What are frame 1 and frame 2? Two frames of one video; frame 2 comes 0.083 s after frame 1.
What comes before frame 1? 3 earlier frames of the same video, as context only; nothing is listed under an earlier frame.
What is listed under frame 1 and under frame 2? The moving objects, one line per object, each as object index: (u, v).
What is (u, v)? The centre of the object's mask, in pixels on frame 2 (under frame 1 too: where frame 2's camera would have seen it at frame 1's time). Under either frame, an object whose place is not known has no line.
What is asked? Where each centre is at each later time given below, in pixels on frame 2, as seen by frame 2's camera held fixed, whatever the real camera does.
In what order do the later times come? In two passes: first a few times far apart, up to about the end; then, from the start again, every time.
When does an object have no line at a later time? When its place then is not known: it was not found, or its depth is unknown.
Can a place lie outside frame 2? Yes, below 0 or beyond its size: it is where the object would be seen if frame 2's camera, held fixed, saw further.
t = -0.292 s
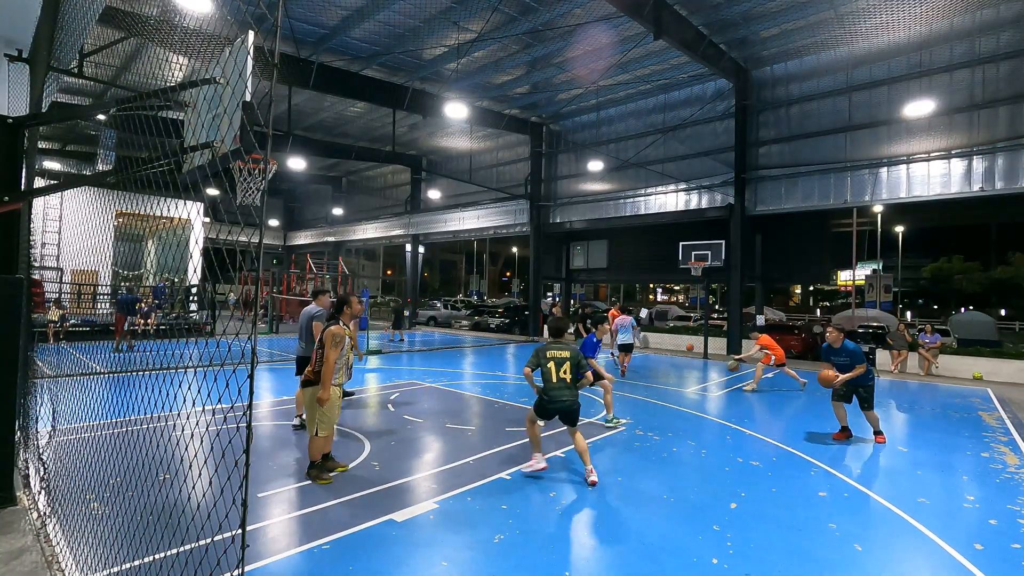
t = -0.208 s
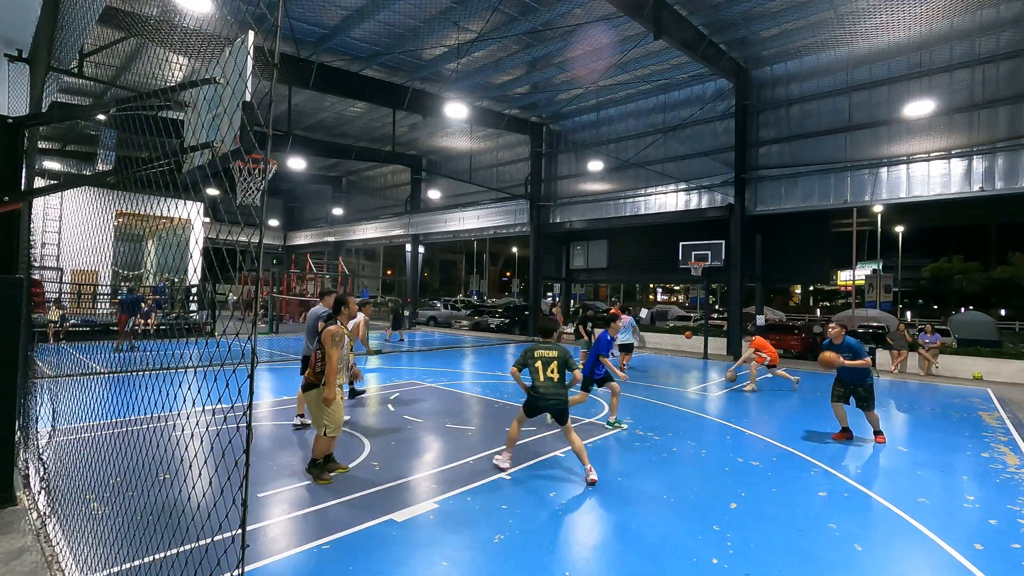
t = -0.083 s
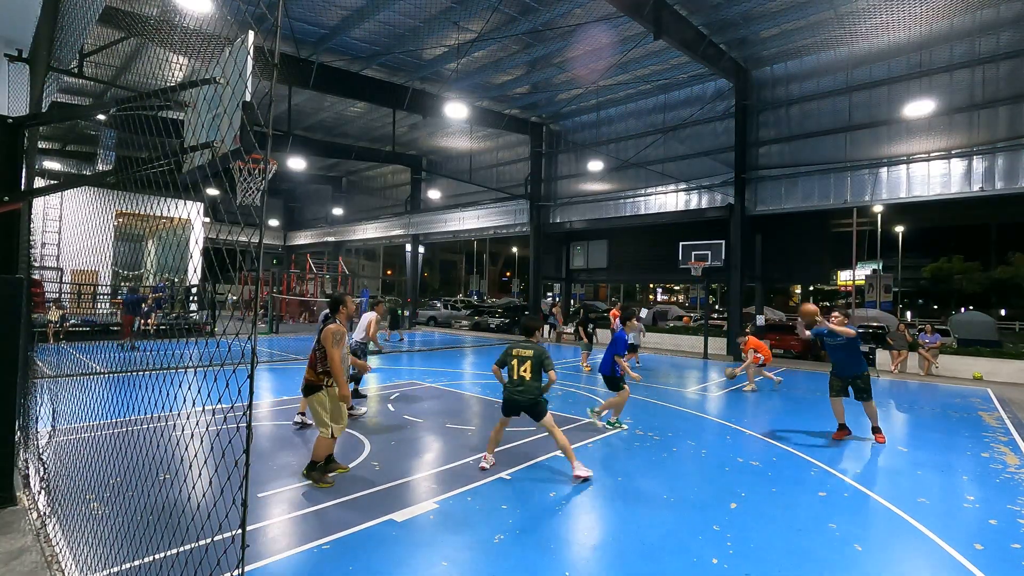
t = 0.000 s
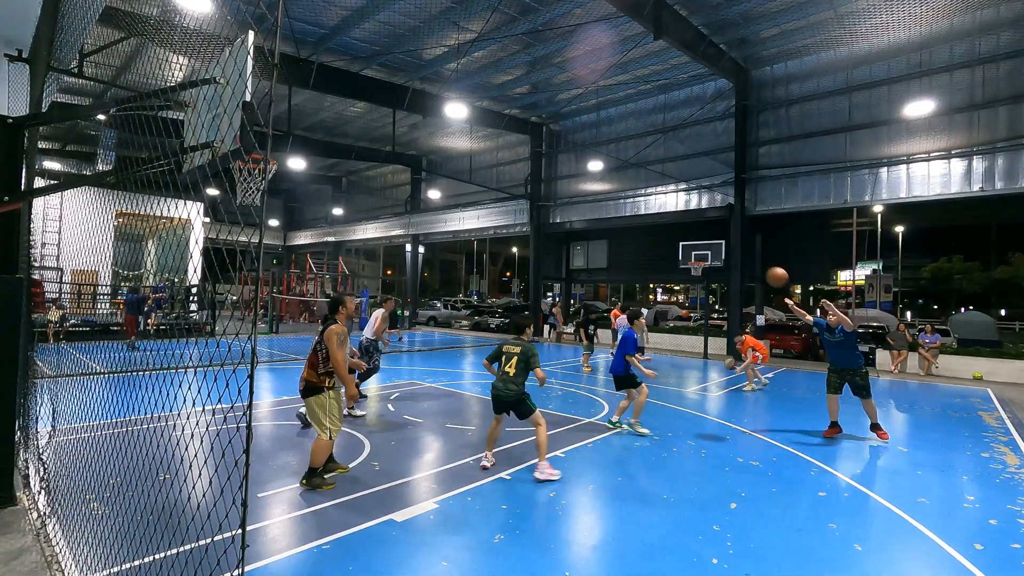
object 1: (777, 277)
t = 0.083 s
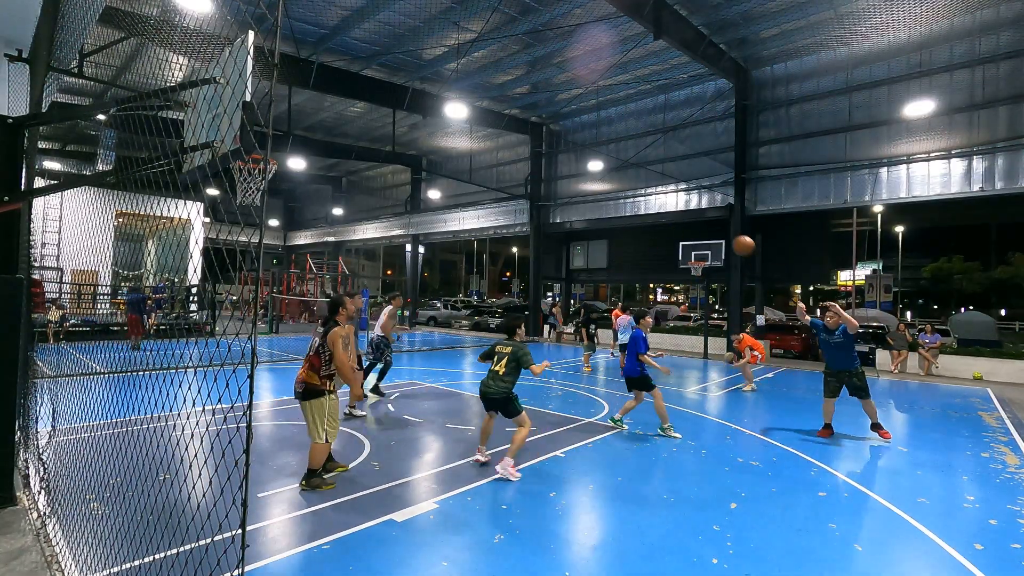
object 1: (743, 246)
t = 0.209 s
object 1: (691, 206)
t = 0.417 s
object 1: (597, 163)
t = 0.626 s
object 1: (493, 154)
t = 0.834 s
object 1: (379, 181)
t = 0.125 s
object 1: (726, 231)
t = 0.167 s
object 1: (708, 218)
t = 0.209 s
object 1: (691, 206)
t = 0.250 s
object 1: (673, 195)
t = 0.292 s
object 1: (654, 186)
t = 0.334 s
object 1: (635, 177)
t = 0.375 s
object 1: (617, 170)
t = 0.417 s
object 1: (597, 163)
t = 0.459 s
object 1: (577, 158)
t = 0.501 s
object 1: (556, 156)
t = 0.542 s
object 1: (537, 154)
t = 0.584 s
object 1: (516, 153)
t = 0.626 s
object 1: (493, 154)
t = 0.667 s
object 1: (471, 156)
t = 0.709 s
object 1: (448, 161)
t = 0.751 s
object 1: (425, 166)
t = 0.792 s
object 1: (402, 173)
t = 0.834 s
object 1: (379, 181)
